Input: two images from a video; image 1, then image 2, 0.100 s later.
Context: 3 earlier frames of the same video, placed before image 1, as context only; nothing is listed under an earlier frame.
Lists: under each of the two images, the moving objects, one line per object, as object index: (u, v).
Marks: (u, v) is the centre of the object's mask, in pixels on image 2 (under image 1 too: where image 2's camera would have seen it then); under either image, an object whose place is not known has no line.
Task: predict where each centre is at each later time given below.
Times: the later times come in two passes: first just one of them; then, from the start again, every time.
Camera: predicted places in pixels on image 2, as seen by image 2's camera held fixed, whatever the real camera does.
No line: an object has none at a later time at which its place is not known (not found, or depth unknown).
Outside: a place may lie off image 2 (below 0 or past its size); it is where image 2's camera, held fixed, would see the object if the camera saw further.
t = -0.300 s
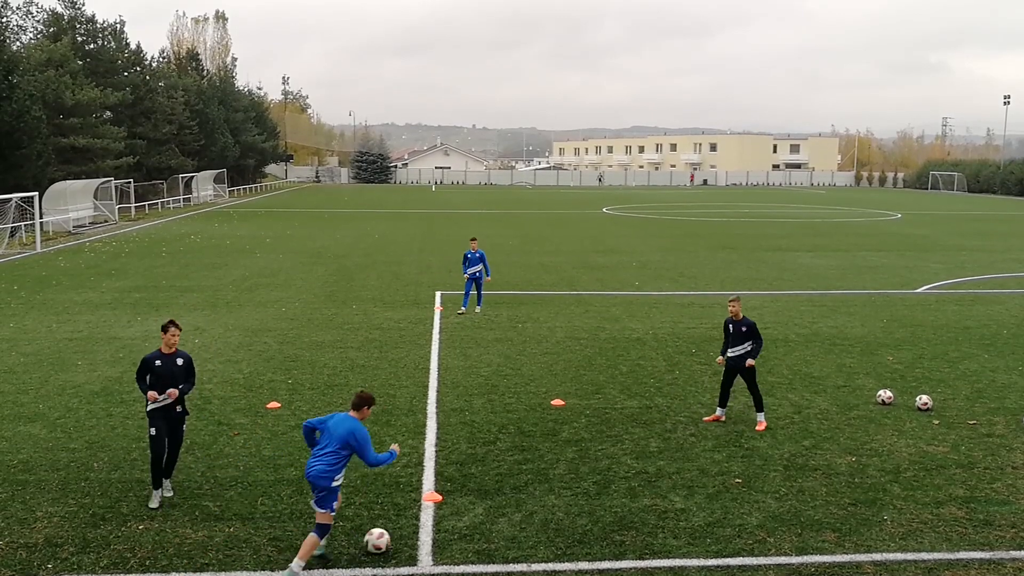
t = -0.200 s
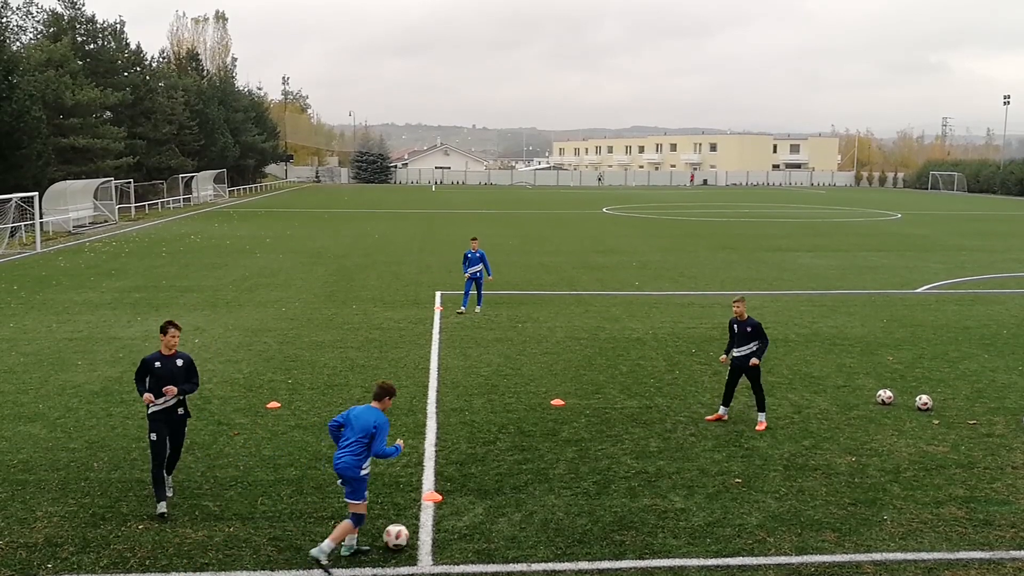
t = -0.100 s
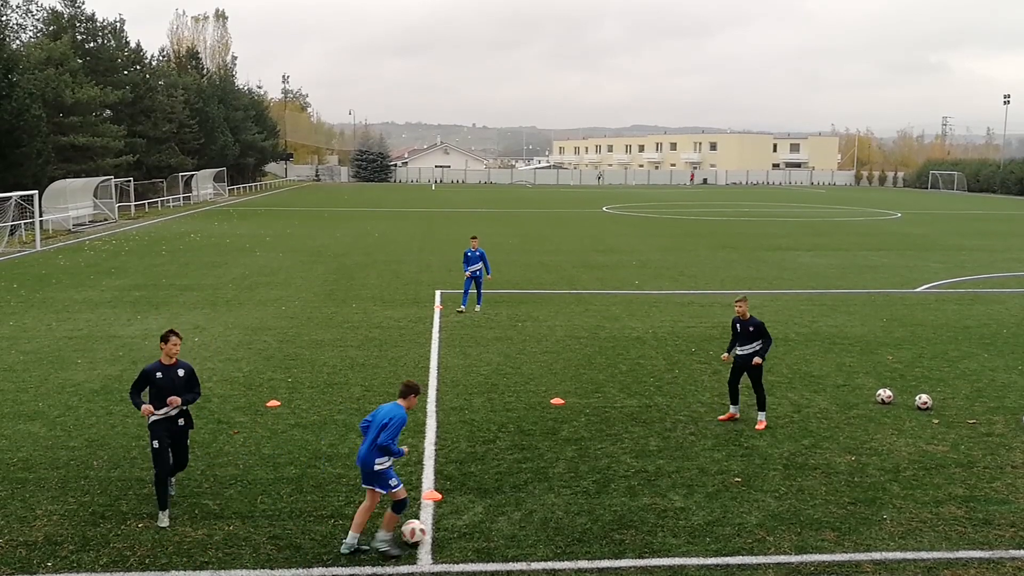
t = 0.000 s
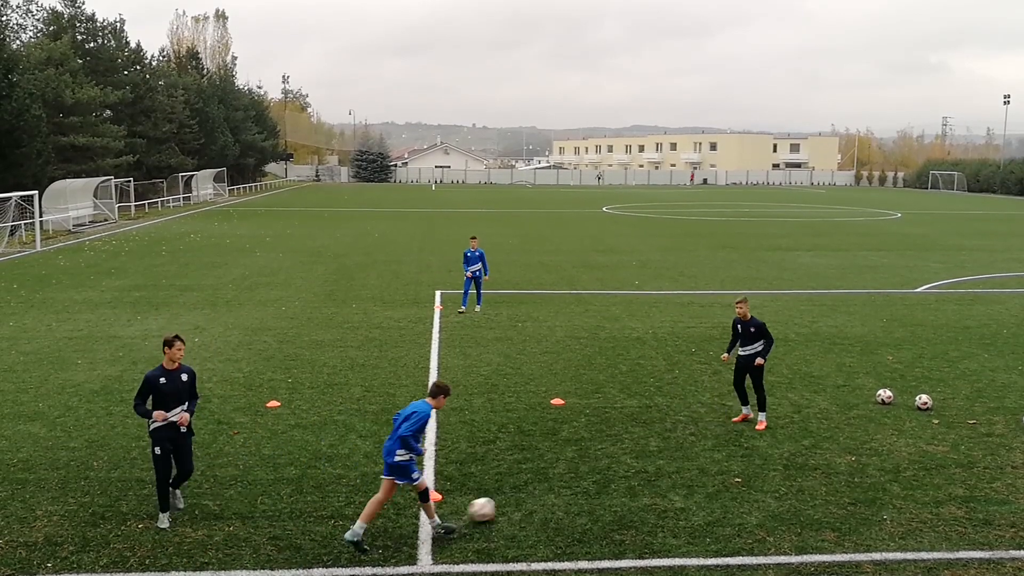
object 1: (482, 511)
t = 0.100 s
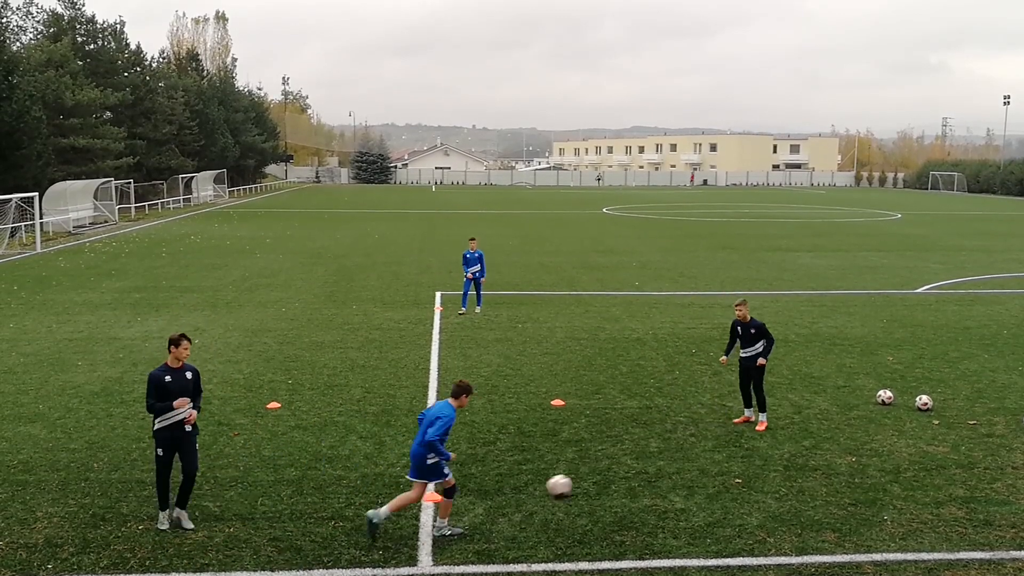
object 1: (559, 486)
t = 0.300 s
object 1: (675, 449)
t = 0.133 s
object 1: (582, 478)
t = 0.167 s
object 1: (603, 471)
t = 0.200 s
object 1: (622, 466)
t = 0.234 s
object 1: (642, 460)
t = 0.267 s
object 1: (659, 454)
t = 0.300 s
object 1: (675, 449)
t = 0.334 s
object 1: (691, 444)
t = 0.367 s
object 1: (707, 439)
